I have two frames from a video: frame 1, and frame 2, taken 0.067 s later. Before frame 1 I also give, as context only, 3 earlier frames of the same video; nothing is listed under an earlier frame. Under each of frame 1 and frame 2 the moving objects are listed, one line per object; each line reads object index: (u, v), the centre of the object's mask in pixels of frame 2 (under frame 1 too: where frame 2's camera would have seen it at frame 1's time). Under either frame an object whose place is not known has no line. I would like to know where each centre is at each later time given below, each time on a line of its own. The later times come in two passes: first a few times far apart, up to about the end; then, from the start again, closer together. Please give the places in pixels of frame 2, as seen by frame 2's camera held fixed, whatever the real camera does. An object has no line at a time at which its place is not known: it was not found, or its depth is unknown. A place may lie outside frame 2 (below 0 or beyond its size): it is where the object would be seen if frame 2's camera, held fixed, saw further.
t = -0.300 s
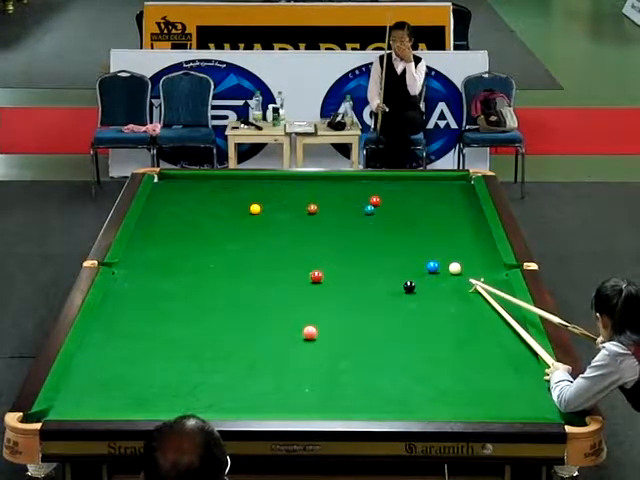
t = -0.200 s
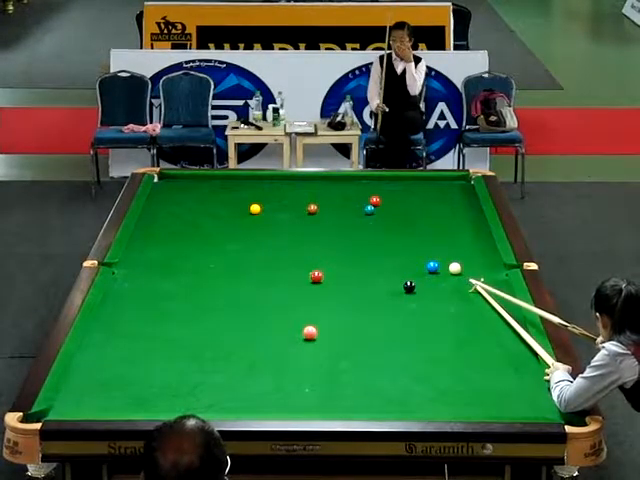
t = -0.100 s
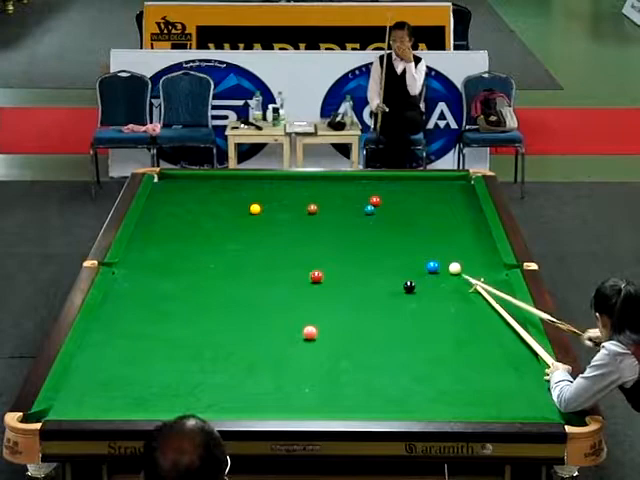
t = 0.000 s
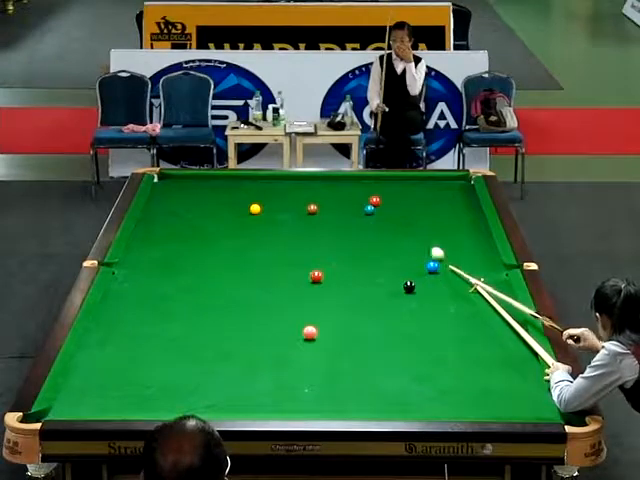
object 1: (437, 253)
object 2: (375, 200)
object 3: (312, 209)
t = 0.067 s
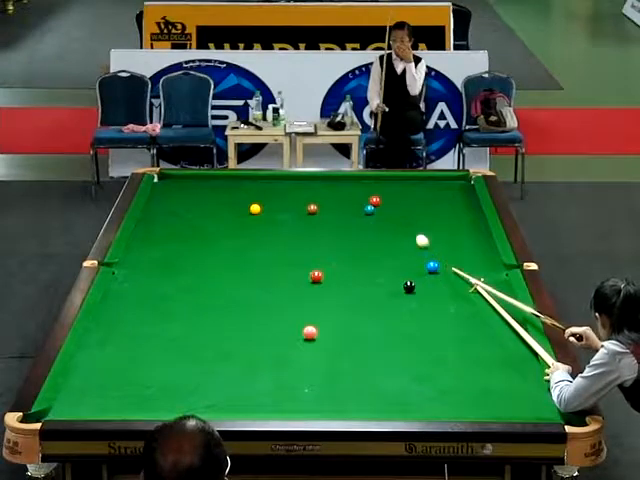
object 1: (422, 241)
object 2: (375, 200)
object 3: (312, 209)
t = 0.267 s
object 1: (384, 209)
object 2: (374, 200)
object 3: (312, 209)
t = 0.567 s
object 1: (377, 203)
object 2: (346, 178)
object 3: (312, 209)
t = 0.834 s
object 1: (376, 203)
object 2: (328, 196)
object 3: (311, 209)
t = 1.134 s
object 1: (376, 203)
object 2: (329, 211)
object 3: (292, 215)
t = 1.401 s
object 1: (376, 203)
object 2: (344, 219)
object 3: (264, 223)
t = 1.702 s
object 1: (376, 203)
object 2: (361, 229)
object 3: (234, 233)
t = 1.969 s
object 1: (376, 203)
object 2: (377, 237)
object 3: (206, 242)
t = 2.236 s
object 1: (376, 204)
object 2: (392, 246)
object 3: (178, 251)
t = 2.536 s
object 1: (376, 204)
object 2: (410, 255)
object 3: (147, 261)
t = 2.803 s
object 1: (376, 204)
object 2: (424, 264)
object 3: (120, 270)
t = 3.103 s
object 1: (376, 204)
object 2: (424, 266)
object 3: (141, 271)
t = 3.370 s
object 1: (376, 204)
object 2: (425, 268)
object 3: (162, 272)
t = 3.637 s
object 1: (376, 204)
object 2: (425, 268)
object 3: (182, 272)
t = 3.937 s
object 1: (376, 204)
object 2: (425, 270)
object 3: (203, 273)
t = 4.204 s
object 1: (376, 204)
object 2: (425, 271)
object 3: (221, 273)
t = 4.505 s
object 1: (376, 204)
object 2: (425, 271)
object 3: (239, 273)
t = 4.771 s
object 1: (376, 204)
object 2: (425, 271)
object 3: (253, 274)
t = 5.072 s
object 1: (376, 204)
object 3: (268, 274)
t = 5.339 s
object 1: (376, 204)
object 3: (280, 274)
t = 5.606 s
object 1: (376, 204)
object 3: (291, 274)
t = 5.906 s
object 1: (376, 204)
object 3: (300, 274)
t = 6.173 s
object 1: (376, 204)
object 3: (307, 274)
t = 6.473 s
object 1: (376, 204)
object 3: (309, 273)
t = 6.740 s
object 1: (376, 204)
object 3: (311, 273)
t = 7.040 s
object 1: (376, 204)
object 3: (312, 273)
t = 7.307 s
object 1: (376, 204)
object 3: (311, 273)
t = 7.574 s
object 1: (376, 204)
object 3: (311, 273)
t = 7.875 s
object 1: (376, 204)
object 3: (311, 273)
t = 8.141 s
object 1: (376, 204)
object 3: (311, 272)
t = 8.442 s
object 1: (376, 204)
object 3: (311, 272)
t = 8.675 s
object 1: (376, 204)
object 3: (311, 272)
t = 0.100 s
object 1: (415, 234)
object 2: (375, 200)
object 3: (312, 209)
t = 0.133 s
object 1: (408, 229)
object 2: (375, 200)
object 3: (312, 209)
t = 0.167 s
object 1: (402, 224)
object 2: (375, 200)
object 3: (312, 209)
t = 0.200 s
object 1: (396, 219)
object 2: (375, 200)
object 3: (312, 209)
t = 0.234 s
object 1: (390, 214)
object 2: (375, 200)
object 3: (312, 209)
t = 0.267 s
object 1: (384, 209)
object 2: (374, 200)
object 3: (312, 209)
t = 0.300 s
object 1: (379, 204)
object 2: (373, 199)
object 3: (312, 209)
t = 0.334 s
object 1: (377, 203)
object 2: (371, 196)
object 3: (312, 209)
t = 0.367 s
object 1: (377, 203)
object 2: (367, 195)
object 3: (312, 209)
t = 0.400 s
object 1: (377, 203)
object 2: (363, 191)
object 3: (312, 209)
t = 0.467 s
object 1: (377, 203)
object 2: (355, 184)
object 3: (312, 209)
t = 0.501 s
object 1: (377, 203)
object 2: (351, 181)
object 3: (312, 209)
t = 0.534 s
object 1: (377, 203)
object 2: (348, 178)
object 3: (312, 209)
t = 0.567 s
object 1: (377, 203)
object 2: (346, 178)
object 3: (312, 209)
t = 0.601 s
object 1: (377, 203)
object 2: (343, 180)
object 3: (312, 209)
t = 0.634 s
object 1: (376, 204)
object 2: (341, 182)
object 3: (312, 209)
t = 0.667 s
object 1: (376, 204)
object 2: (339, 184)
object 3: (311, 209)
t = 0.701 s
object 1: (376, 204)
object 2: (337, 186)
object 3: (311, 209)
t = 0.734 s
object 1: (376, 204)
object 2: (334, 189)
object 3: (311, 209)
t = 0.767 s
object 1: (377, 204)
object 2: (332, 191)
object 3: (311, 209)
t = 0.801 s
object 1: (377, 203)
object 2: (330, 193)
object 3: (312, 209)
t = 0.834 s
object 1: (376, 203)
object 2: (328, 196)
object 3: (311, 209)
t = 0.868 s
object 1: (376, 203)
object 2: (326, 198)
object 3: (311, 209)
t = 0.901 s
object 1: (376, 203)
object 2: (325, 200)
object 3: (311, 209)
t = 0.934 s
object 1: (376, 203)
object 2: (323, 203)
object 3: (311, 209)
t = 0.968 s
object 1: (376, 203)
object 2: (321, 205)
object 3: (311, 209)
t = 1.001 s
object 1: (376, 203)
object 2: (320, 207)
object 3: (310, 209)
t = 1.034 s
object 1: (376, 203)
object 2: (323, 207)
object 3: (306, 211)
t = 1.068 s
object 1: (376, 203)
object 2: (325, 209)
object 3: (300, 212)
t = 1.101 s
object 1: (376, 203)
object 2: (327, 210)
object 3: (296, 214)
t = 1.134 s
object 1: (376, 203)
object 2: (329, 211)
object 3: (292, 215)
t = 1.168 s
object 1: (376, 203)
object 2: (331, 211)
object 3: (289, 216)
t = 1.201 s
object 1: (376, 203)
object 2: (333, 213)
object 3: (285, 217)
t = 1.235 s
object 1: (376, 203)
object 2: (334, 214)
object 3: (282, 218)
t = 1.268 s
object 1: (376, 203)
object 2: (336, 214)
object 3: (279, 219)
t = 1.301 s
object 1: (376, 203)
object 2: (338, 216)
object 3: (276, 220)
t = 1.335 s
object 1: (376, 203)
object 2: (340, 217)
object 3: (271, 221)
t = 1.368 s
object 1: (376, 203)
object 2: (342, 218)
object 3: (268, 222)
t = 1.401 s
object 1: (376, 203)
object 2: (344, 219)
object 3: (264, 223)
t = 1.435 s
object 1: (376, 203)
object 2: (346, 220)
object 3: (261, 224)
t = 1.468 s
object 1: (376, 203)
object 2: (348, 221)
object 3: (258, 225)
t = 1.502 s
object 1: (376, 203)
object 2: (349, 223)
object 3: (254, 227)
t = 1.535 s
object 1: (376, 204)
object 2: (351, 223)
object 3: (251, 228)
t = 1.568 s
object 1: (376, 204)
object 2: (353, 224)
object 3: (247, 229)
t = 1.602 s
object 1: (376, 204)
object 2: (355, 225)
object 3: (244, 230)
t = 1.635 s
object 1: (376, 204)
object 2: (357, 226)
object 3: (240, 231)
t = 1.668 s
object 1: (376, 203)
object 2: (359, 228)
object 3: (237, 232)
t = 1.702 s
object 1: (376, 203)
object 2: (361, 229)
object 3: (234, 233)
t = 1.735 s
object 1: (376, 203)
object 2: (363, 230)
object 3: (230, 235)
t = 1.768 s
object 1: (376, 203)
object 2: (365, 231)
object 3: (227, 235)
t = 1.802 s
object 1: (376, 203)
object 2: (367, 232)
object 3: (224, 237)
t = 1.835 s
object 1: (376, 203)
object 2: (369, 233)
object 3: (220, 238)
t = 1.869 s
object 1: (376, 203)
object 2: (371, 234)
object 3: (217, 239)
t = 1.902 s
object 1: (376, 203)
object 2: (373, 235)
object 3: (213, 239)
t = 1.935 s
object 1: (376, 203)
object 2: (375, 236)
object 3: (210, 241)
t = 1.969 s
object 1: (376, 203)
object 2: (377, 237)
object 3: (206, 242)
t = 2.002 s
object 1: (376, 204)
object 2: (378, 238)
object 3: (203, 243)
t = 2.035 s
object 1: (376, 203)
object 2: (380, 239)
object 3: (199, 245)
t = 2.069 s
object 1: (376, 203)
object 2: (382, 240)
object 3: (196, 245)
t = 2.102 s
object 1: (376, 203)
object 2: (384, 242)
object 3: (192, 247)
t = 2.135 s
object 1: (376, 204)
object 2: (386, 242)
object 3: (189, 247)
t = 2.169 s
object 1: (376, 203)
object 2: (388, 244)
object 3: (185, 249)
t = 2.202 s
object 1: (376, 203)
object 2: (390, 245)
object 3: (182, 250)
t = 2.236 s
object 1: (376, 204)
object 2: (392, 246)
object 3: (178, 251)
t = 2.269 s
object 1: (376, 204)
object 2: (394, 247)
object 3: (175, 252)
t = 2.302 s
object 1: (376, 203)
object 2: (396, 248)
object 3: (171, 253)
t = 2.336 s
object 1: (376, 203)
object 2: (398, 249)
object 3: (168, 254)
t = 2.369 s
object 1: (376, 204)
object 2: (400, 250)
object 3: (165, 255)
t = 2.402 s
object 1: (376, 204)
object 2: (402, 251)
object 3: (161, 257)
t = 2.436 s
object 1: (376, 203)
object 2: (404, 252)
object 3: (157, 258)
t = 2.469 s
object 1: (376, 204)
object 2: (405, 253)
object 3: (154, 259)
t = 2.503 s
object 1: (376, 204)
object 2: (408, 254)
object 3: (151, 260)
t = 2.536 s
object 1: (376, 204)
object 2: (410, 255)
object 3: (147, 261)
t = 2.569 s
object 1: (376, 204)
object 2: (411, 256)
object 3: (144, 262)
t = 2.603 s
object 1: (376, 204)
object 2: (413, 257)
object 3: (140, 264)
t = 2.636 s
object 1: (376, 204)
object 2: (415, 258)
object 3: (137, 264)
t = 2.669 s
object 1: (376, 204)
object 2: (417, 259)
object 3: (134, 266)
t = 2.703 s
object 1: (376, 204)
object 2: (418, 260)
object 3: (131, 267)
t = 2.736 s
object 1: (376, 204)
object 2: (421, 262)
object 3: (127, 268)
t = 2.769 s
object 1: (376, 203)
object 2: (422, 263)
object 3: (124, 269)
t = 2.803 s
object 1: (376, 204)
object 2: (424, 264)
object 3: (120, 270)
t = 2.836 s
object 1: (376, 203)
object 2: (424, 264)
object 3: (118, 271)
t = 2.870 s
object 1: (376, 204)
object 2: (424, 264)
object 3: (121, 271)
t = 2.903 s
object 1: (376, 204)
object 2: (424, 265)
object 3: (124, 270)
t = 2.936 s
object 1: (376, 204)
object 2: (424, 264)
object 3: (127, 271)
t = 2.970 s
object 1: (376, 204)
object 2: (424, 265)
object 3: (130, 271)
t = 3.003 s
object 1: (376, 204)
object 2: (424, 265)
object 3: (132, 271)
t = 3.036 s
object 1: (376, 204)
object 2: (424, 266)
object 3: (135, 271)
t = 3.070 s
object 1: (376, 204)
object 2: (424, 266)
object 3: (138, 271)
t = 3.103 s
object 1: (376, 204)
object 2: (424, 266)
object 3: (141, 271)
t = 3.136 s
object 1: (376, 204)
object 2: (425, 266)
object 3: (144, 271)
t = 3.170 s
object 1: (376, 204)
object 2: (425, 267)
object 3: (146, 271)
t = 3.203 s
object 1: (376, 204)
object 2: (425, 267)
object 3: (149, 271)
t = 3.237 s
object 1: (376, 204)
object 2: (425, 267)
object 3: (151, 272)
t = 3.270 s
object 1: (376, 204)
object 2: (425, 267)
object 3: (154, 271)
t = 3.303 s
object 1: (376, 204)
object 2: (425, 267)
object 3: (156, 272)
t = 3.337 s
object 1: (376, 204)
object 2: (425, 267)
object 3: (159, 272)
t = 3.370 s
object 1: (376, 204)
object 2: (425, 268)
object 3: (162, 272)
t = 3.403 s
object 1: (376, 204)
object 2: (425, 268)
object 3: (165, 272)
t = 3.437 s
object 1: (376, 204)
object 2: (425, 268)
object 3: (167, 272)
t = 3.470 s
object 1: (376, 204)
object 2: (425, 268)
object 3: (170, 272)
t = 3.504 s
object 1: (376, 204)
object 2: (425, 268)
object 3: (172, 272)
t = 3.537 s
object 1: (376, 204)
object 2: (425, 268)
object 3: (175, 272)
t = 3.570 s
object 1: (376, 204)
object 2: (425, 268)
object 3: (177, 272)
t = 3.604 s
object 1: (376, 204)
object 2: (425, 268)
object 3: (180, 272)
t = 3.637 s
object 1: (376, 204)
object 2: (425, 268)
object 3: (182, 272)
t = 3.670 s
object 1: (376, 204)
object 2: (425, 269)
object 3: (185, 272)
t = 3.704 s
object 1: (376, 204)
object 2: (425, 269)
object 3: (187, 272)
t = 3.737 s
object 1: (376, 204)
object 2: (425, 270)
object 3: (190, 272)
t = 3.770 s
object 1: (376, 204)
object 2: (425, 270)
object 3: (192, 272)
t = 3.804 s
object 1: (376, 204)
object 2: (425, 270)
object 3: (194, 272)
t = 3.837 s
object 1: (376, 204)
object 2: (425, 270)
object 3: (197, 272)
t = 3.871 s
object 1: (376, 204)
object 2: (425, 270)
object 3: (199, 272)
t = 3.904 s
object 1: (376, 204)
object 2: (425, 270)
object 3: (202, 273)
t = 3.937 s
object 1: (376, 204)
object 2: (425, 270)
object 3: (203, 273)
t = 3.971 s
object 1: (376, 204)
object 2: (425, 270)
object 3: (206, 273)
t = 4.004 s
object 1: (376, 204)
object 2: (425, 270)
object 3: (208, 273)
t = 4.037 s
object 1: (376, 204)
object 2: (425, 270)
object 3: (210, 273)
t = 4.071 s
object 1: (376, 204)
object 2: (425, 270)
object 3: (212, 273)
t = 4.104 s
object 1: (376, 204)
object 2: (425, 270)
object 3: (215, 273)
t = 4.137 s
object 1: (376, 204)
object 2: (425, 270)
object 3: (217, 273)
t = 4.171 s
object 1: (376, 204)
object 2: (425, 270)
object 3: (219, 273)
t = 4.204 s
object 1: (376, 204)
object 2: (425, 271)
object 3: (221, 273)
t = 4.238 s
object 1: (376, 204)
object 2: (425, 271)
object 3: (223, 273)
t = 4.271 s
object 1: (376, 204)
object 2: (425, 271)
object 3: (225, 273)
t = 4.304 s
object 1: (376, 204)
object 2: (425, 271)
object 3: (227, 273)
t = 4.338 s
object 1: (376, 204)
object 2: (425, 271)
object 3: (229, 273)
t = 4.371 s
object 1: (376, 204)
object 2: (427, 268)
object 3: (231, 273)
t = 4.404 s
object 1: (376, 203)
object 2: (425, 271)
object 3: (233, 273)
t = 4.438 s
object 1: (376, 204)
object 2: (425, 271)
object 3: (235, 273)
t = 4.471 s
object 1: (376, 204)
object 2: (425, 271)
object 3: (237, 273)
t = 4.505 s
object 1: (376, 204)
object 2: (425, 271)
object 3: (239, 273)
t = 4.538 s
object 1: (376, 204)
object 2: (425, 271)
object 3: (240, 273)
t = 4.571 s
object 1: (376, 203)
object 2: (425, 271)
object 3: (243, 273)
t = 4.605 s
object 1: (376, 204)
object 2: (425, 271)
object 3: (244, 273)
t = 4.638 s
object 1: (376, 204)
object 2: (425, 271)
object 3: (246, 274)
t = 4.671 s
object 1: (376, 204)
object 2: (425, 271)
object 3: (248, 273)
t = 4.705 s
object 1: (376, 204)
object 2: (425, 271)
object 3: (250, 274)
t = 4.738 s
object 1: (376, 204)
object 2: (425, 271)
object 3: (252, 274)
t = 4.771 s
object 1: (376, 204)
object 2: (425, 271)
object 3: (253, 274)
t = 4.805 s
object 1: (376, 204)
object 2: (425, 271)
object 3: (255, 274)
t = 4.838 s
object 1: (376, 204)
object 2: (425, 271)
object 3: (257, 274)
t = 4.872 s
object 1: (376, 204)
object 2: (426, 271)
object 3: (258, 274)
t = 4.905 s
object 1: (376, 204)
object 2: (425, 271)
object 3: (260, 274)
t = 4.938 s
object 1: (376, 204)
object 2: (425, 270)
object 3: (262, 274)
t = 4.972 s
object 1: (376, 204)
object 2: (425, 270)
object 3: (263, 274)
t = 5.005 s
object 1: (376, 204)
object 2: (425, 270)
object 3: (265, 274)
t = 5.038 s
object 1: (376, 204)
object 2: (426, 270)
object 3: (266, 274)
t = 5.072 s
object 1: (376, 204)
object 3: (268, 274)
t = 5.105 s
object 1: (376, 204)
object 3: (270, 274)
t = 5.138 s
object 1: (376, 204)
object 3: (271, 274)
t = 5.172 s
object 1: (376, 204)
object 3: (273, 274)
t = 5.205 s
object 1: (376, 204)
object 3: (274, 274)
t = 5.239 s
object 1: (376, 203)
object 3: (276, 274)
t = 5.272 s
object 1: (376, 204)
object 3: (277, 274)
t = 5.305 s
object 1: (376, 204)
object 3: (278, 274)
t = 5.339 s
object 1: (376, 204)
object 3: (280, 274)
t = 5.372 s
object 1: (376, 204)
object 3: (281, 274)
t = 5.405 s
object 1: (376, 204)
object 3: (282, 274)
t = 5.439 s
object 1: (376, 204)
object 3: (284, 274)
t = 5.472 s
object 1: (376, 204)
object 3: (285, 274)
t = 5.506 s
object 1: (376, 204)
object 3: (286, 274)
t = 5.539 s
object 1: (376, 204)
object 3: (288, 274)
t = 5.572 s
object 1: (376, 204)
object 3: (289, 274)
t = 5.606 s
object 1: (376, 204)
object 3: (291, 274)
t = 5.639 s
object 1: (376, 204)
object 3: (292, 274)
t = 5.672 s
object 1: (376, 204)
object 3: (293, 274)
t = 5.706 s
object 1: (376, 204)
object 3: (294, 274)
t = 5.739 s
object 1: (376, 204)
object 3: (296, 274)
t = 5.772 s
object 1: (376, 204)
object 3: (296, 274)
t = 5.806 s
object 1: (376, 204)
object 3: (297, 274)
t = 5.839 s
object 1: (376, 204)
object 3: (298, 274)
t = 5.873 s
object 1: (376, 204)
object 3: (299, 274)
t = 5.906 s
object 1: (376, 204)
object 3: (300, 274)
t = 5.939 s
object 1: (376, 204)
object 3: (301, 274)
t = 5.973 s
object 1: (376, 204)
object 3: (303, 274)
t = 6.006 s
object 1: (376, 204)
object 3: (303, 274)
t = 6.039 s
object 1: (376, 204)
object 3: (304, 274)
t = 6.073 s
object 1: (376, 204)
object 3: (305, 274)
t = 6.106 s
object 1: (376, 204)
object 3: (306, 274)
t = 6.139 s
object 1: (376, 204)
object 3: (306, 274)
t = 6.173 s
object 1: (376, 204)
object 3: (307, 274)
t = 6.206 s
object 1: (376, 204)
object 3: (307, 274)
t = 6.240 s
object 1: (376, 204)
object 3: (308, 274)
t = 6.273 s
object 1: (376, 204)
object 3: (308, 274)
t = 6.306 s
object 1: (376, 204)
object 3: (308, 273)
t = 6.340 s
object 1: (376, 204)
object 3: (309, 273)
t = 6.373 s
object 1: (376, 204)
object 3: (309, 273)
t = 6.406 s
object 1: (376, 204)
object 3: (309, 273)
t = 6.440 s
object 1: (376, 204)
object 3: (309, 273)
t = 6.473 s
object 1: (376, 204)
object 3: (309, 273)
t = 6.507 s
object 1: (376, 204)
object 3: (310, 273)
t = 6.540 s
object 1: (376, 204)
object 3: (310, 273)
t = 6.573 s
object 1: (376, 204)
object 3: (310, 273)
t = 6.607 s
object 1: (376, 204)
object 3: (311, 273)
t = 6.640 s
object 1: (376, 204)
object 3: (311, 273)
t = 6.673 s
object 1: (376, 204)
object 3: (311, 273)
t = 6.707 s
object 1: (376, 204)
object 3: (311, 273)
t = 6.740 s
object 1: (376, 204)
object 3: (311, 273)
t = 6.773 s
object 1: (376, 204)
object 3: (311, 273)
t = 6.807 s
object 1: (376, 204)
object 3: (311, 273)
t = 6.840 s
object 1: (376, 204)
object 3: (311, 273)
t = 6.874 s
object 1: (376, 204)
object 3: (311, 273)
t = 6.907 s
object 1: (376, 204)
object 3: (311, 273)
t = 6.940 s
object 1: (376, 204)
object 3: (312, 273)
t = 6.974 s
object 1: (376, 204)
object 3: (312, 273)
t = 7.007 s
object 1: (376, 204)
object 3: (312, 273)
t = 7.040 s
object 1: (376, 204)
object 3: (312, 273)
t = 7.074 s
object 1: (376, 204)
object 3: (311, 273)
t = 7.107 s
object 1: (376, 204)
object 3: (311, 273)
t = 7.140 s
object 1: (376, 204)
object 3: (311, 273)
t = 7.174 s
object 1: (376, 204)
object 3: (311, 273)
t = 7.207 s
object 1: (376, 204)
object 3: (311, 273)
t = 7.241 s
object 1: (376, 204)
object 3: (311, 273)
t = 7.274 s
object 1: (376, 204)
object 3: (311, 273)
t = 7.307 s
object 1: (376, 204)
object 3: (311, 273)
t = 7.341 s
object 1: (376, 204)
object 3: (311, 273)
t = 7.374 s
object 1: (376, 204)
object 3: (311, 273)
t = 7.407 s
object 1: (376, 204)
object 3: (311, 273)
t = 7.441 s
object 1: (376, 204)
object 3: (311, 273)
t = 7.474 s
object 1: (376, 204)
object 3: (312, 273)
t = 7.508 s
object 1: (376, 204)
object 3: (311, 273)
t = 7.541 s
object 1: (376, 204)
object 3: (311, 273)
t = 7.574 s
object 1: (376, 204)
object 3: (311, 273)
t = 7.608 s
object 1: (376, 204)
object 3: (311, 273)
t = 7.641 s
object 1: (376, 204)
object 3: (311, 272)
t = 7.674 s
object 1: (376, 204)
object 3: (311, 272)
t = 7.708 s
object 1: (376, 204)
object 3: (311, 272)
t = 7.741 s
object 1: (376, 204)
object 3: (311, 272)
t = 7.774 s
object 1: (376, 204)
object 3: (311, 273)
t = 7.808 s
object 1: (376, 204)
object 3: (311, 273)
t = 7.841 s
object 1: (376, 204)
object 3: (311, 273)
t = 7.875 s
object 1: (376, 204)
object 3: (311, 273)
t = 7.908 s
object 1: (376, 204)
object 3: (311, 273)
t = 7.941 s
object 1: (376, 204)
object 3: (311, 272)
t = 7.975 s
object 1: (376, 204)
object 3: (311, 272)
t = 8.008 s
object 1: (376, 204)
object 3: (311, 272)
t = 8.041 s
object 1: (376, 204)
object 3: (311, 273)
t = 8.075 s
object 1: (376, 204)
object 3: (311, 273)
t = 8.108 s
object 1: (376, 204)
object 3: (311, 272)
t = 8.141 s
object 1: (376, 204)
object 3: (311, 272)
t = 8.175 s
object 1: (376, 204)
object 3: (311, 273)
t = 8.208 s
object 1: (376, 204)
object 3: (311, 273)
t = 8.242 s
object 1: (376, 204)
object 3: (311, 272)
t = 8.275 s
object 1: (376, 204)
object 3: (311, 273)
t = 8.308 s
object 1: (376, 204)
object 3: (311, 273)
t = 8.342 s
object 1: (376, 204)
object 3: (311, 272)
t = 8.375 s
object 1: (376, 204)
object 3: (311, 273)
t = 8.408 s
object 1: (376, 204)
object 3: (311, 273)
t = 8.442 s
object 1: (376, 204)
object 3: (311, 272)
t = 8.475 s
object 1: (376, 204)
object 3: (311, 272)
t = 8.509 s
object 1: (376, 204)
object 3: (311, 272)
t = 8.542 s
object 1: (376, 204)
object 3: (311, 272)
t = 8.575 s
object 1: (376, 204)
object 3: (311, 272)
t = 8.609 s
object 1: (376, 204)
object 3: (311, 272)
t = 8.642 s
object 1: (376, 204)
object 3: (311, 272)
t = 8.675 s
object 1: (376, 204)
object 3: (311, 272)
